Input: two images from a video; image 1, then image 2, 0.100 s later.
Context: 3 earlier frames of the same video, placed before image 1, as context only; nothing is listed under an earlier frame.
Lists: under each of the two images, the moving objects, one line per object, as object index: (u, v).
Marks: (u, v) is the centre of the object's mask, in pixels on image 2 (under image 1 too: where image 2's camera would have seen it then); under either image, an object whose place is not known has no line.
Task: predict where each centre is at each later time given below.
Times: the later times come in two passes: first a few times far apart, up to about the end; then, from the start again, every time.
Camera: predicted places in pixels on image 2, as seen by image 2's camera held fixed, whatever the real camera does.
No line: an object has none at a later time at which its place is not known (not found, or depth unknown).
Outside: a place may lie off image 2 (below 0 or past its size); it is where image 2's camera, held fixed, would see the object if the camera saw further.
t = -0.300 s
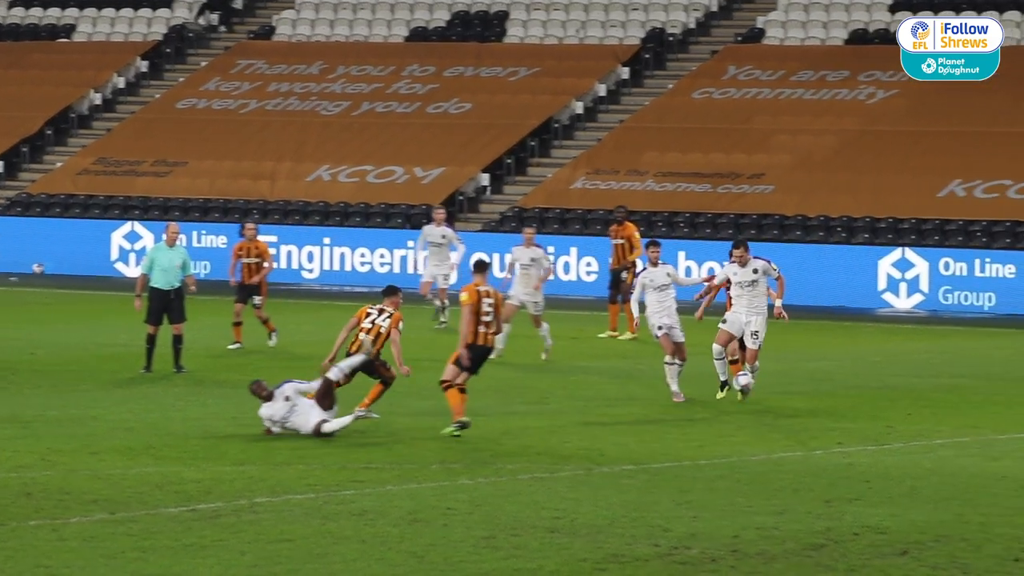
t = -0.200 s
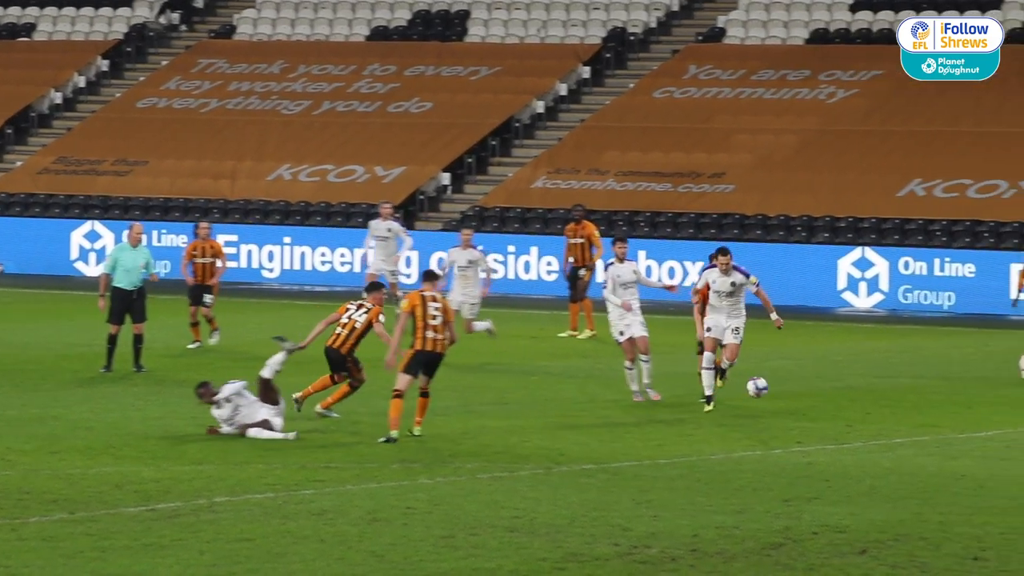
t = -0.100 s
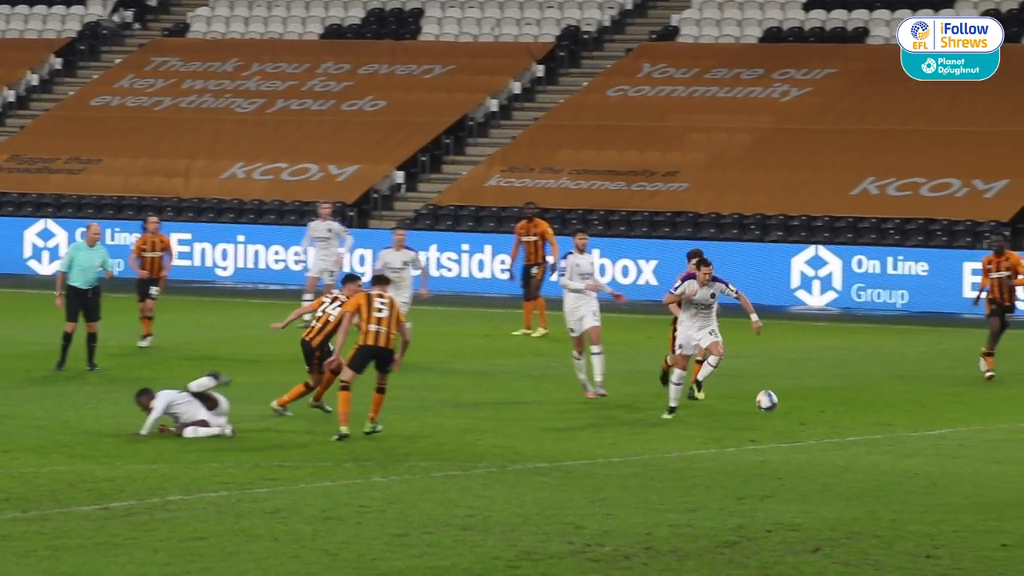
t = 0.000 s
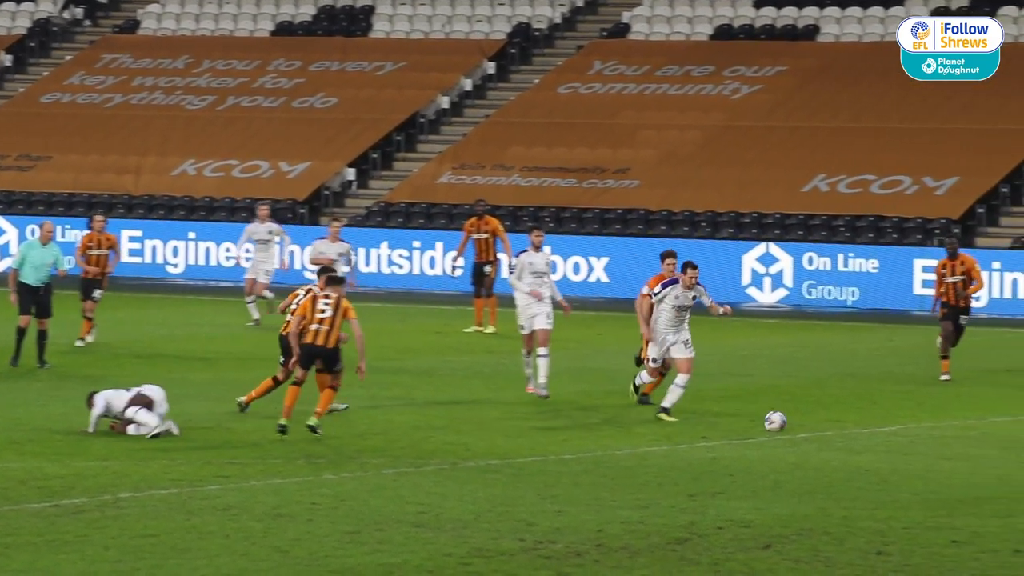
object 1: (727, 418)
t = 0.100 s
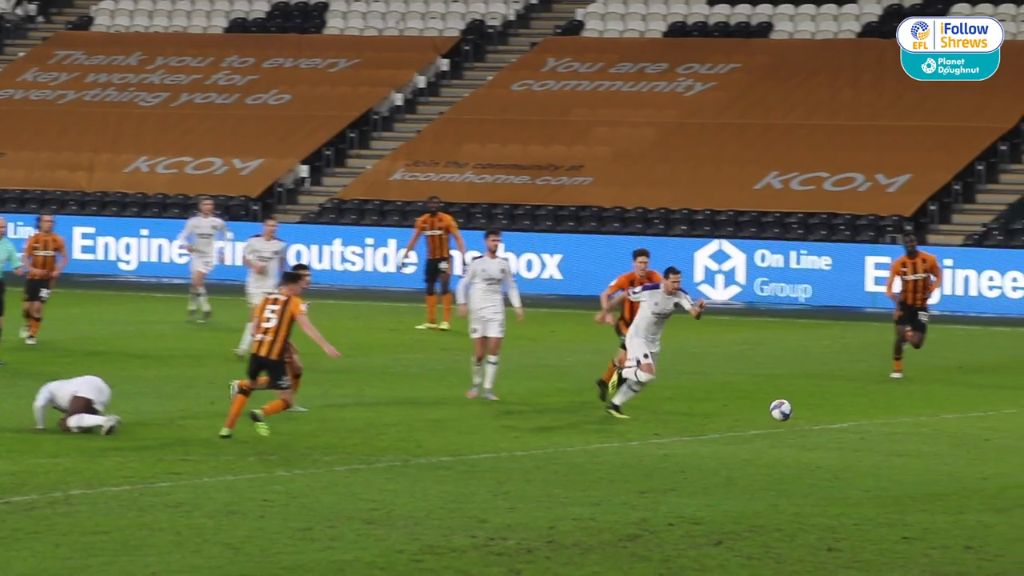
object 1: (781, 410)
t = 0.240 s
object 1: (859, 414)
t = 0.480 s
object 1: (989, 428)
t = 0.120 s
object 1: (792, 409)
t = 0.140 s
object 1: (802, 409)
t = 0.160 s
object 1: (814, 409)
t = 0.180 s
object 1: (825, 409)
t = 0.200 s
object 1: (837, 410)
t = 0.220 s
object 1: (847, 412)
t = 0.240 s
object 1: (859, 414)
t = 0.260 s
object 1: (870, 416)
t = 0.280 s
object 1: (883, 418)
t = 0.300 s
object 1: (894, 422)
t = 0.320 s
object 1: (905, 425)
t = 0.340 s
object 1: (916, 429)
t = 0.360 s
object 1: (927, 433)
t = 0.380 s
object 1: (938, 435)
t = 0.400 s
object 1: (947, 433)
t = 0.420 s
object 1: (958, 432)
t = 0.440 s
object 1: (968, 430)
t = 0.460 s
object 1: (979, 429)
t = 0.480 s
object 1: (989, 428)
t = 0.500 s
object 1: (999, 428)
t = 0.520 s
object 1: (1009, 428)
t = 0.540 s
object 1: (1021, 429)
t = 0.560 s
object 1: (1031, 430)
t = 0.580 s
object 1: (1041, 431)
